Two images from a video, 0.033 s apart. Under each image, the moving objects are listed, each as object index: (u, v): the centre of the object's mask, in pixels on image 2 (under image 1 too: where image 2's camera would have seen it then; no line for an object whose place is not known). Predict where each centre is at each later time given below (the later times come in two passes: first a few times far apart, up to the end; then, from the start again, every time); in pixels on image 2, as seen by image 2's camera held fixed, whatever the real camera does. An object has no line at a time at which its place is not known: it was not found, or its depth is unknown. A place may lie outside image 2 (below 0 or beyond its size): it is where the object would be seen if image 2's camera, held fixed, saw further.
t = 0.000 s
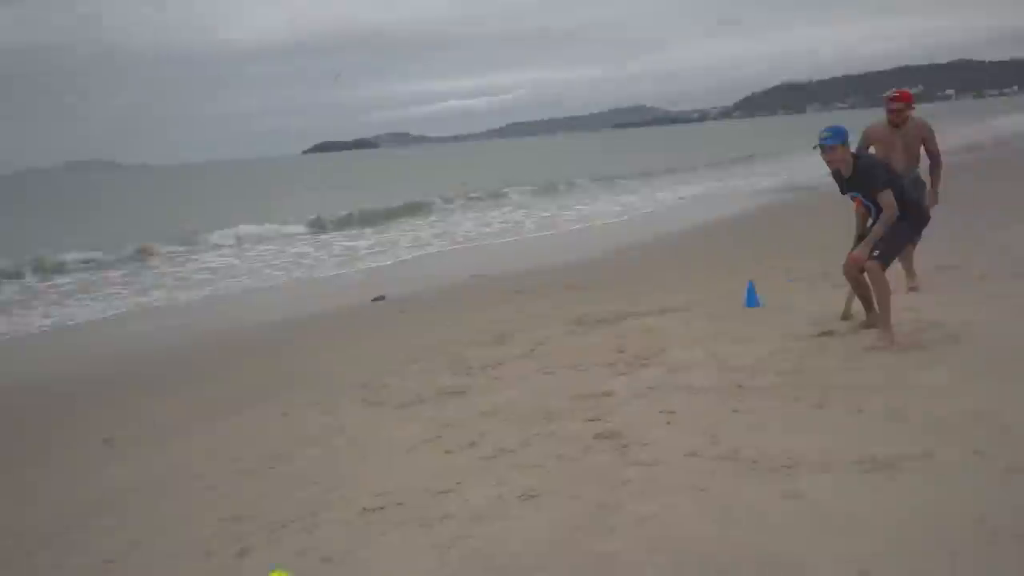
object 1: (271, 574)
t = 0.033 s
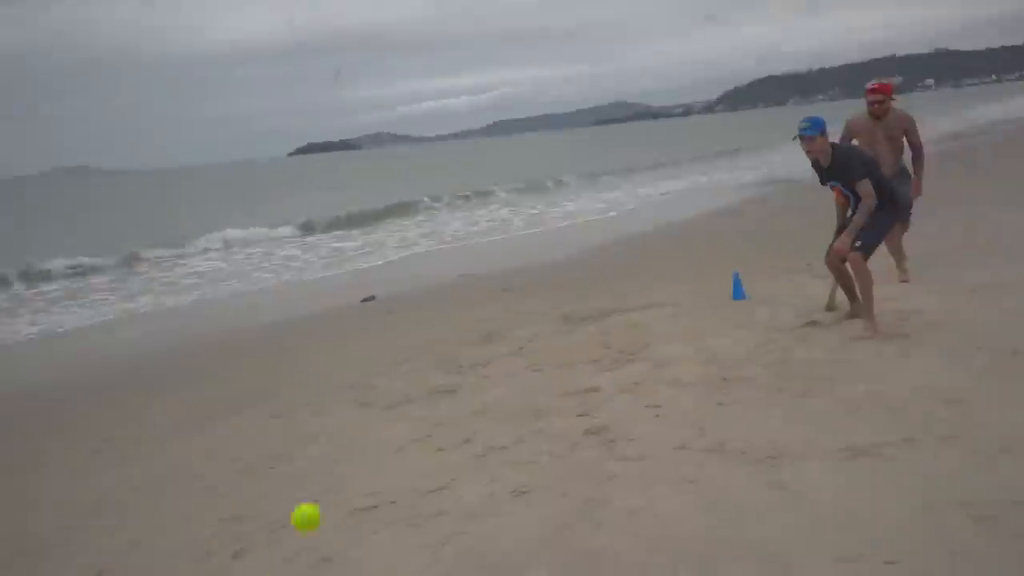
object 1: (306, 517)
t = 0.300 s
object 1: (531, 215)
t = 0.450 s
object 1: (628, 188)
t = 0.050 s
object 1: (321, 487)
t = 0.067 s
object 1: (338, 457)
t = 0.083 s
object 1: (352, 431)
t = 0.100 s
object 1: (367, 404)
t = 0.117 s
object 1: (381, 380)
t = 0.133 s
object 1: (396, 357)
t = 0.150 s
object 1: (411, 335)
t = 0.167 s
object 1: (426, 316)
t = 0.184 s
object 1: (439, 298)
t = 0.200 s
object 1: (454, 282)
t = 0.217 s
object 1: (466, 268)
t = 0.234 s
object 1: (479, 254)
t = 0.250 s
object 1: (492, 242)
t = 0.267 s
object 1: (505, 232)
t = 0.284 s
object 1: (519, 223)
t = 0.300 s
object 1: (531, 215)
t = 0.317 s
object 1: (542, 208)
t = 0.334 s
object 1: (555, 202)
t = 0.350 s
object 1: (566, 197)
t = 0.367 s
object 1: (581, 193)
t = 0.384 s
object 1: (590, 191)
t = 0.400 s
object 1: (600, 187)
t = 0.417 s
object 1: (610, 188)
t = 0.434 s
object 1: (619, 188)
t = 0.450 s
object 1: (628, 188)
